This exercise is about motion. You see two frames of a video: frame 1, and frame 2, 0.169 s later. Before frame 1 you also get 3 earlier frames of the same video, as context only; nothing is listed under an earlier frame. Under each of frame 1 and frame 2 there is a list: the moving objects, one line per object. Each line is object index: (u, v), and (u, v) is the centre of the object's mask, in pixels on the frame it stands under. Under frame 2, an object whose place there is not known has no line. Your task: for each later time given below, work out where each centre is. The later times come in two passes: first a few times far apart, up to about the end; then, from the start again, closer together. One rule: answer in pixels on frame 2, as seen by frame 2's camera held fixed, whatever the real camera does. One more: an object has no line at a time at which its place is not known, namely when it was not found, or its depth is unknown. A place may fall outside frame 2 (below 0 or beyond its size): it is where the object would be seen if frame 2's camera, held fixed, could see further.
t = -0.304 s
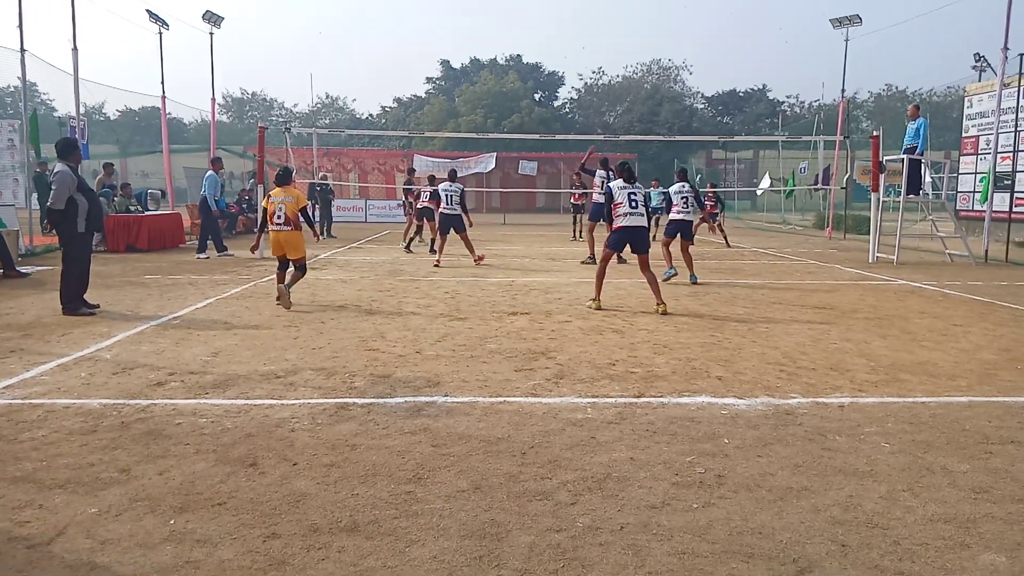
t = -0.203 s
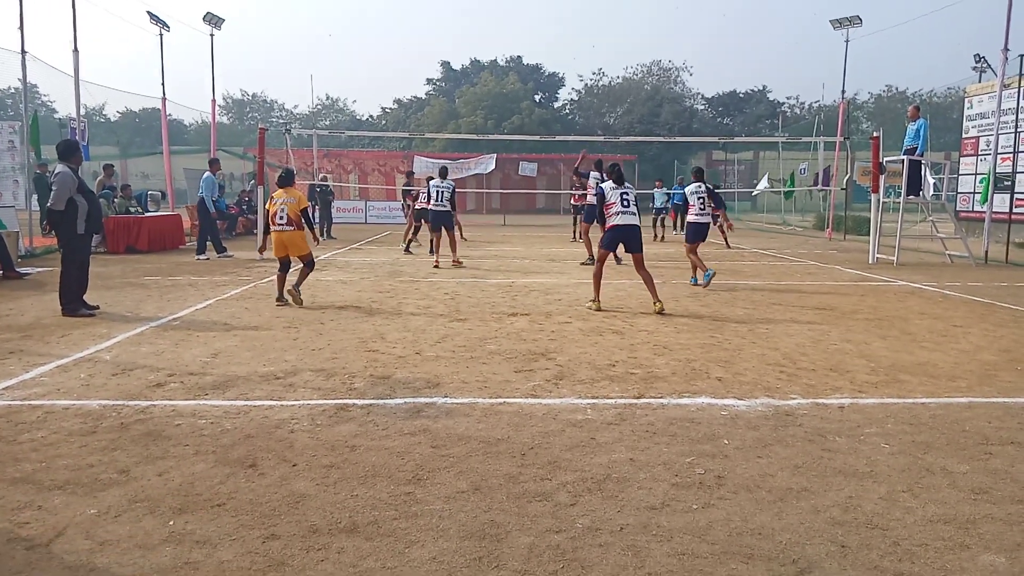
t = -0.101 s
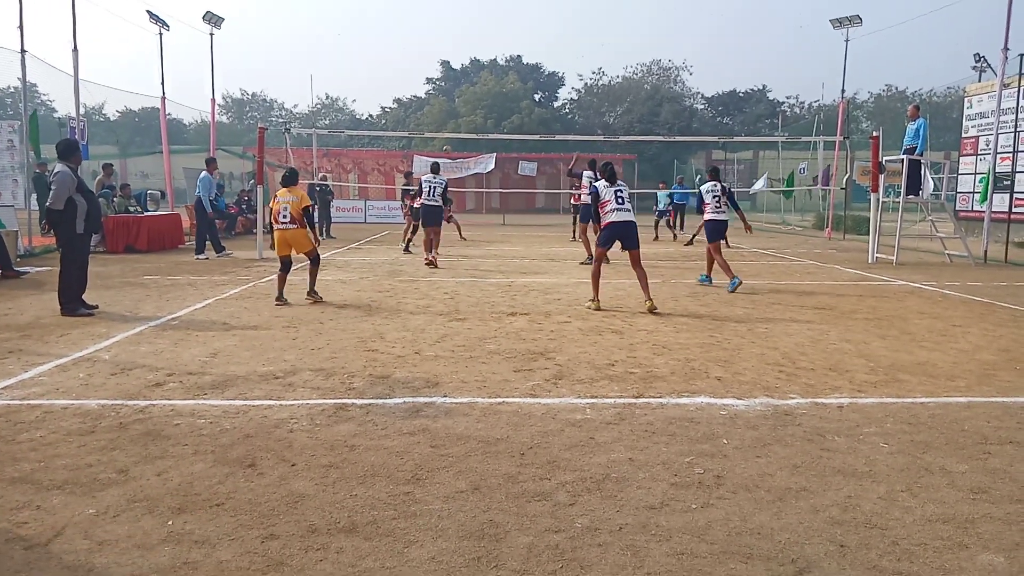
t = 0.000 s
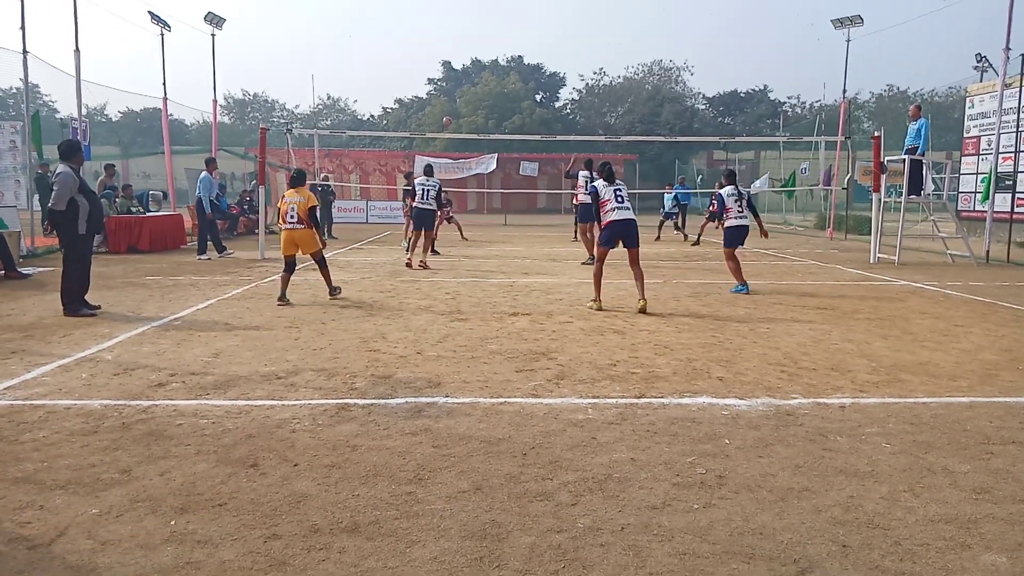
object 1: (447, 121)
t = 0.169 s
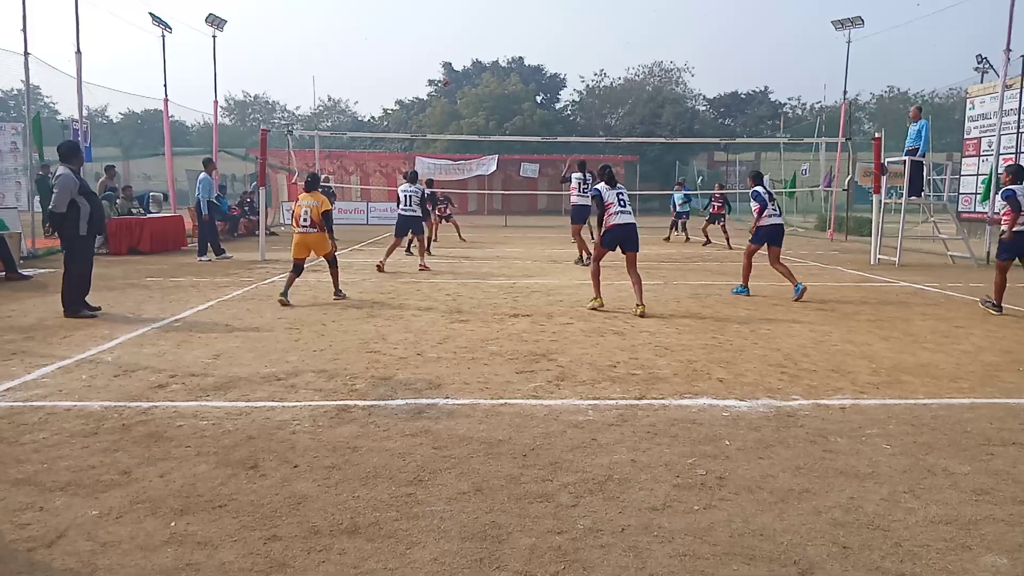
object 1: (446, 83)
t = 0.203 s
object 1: (445, 75)
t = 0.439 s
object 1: (441, 40)
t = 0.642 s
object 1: (437, 28)
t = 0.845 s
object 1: (433, 35)
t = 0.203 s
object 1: (445, 75)
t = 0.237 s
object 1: (444, 70)
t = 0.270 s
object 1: (443, 63)
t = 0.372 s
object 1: (442, 48)
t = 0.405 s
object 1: (442, 44)
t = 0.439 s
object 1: (441, 40)
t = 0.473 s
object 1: (440, 36)
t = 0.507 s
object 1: (440, 34)
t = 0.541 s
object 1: (439, 31)
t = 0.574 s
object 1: (438, 30)
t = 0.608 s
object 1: (438, 28)
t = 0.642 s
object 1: (437, 28)
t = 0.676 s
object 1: (436, 28)
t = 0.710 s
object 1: (436, 28)
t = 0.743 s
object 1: (435, 29)
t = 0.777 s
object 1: (434, 30)
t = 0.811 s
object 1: (434, 32)
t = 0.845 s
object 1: (433, 35)
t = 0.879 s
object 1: (433, 38)
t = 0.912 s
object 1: (432, 42)
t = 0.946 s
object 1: (431, 46)
